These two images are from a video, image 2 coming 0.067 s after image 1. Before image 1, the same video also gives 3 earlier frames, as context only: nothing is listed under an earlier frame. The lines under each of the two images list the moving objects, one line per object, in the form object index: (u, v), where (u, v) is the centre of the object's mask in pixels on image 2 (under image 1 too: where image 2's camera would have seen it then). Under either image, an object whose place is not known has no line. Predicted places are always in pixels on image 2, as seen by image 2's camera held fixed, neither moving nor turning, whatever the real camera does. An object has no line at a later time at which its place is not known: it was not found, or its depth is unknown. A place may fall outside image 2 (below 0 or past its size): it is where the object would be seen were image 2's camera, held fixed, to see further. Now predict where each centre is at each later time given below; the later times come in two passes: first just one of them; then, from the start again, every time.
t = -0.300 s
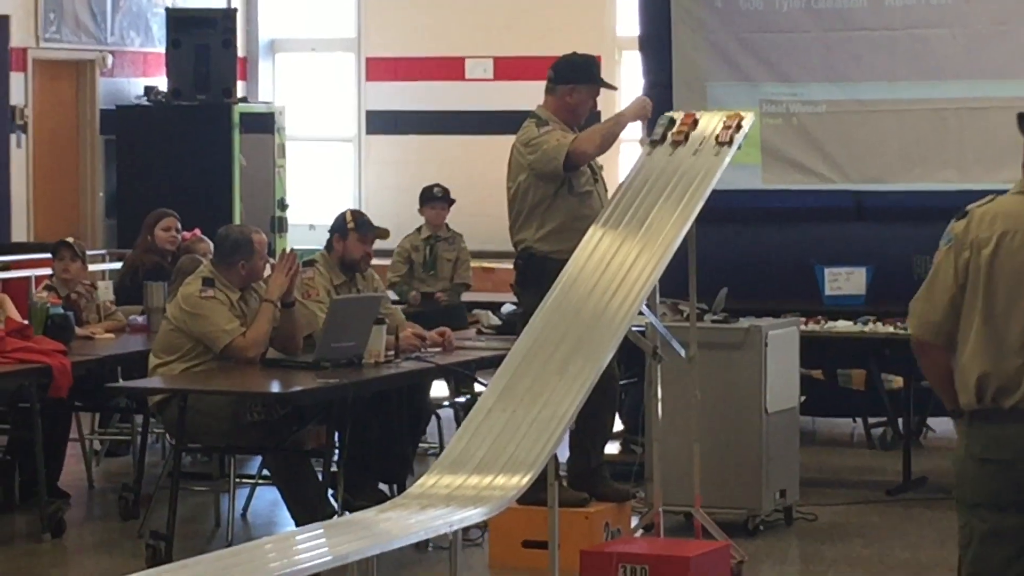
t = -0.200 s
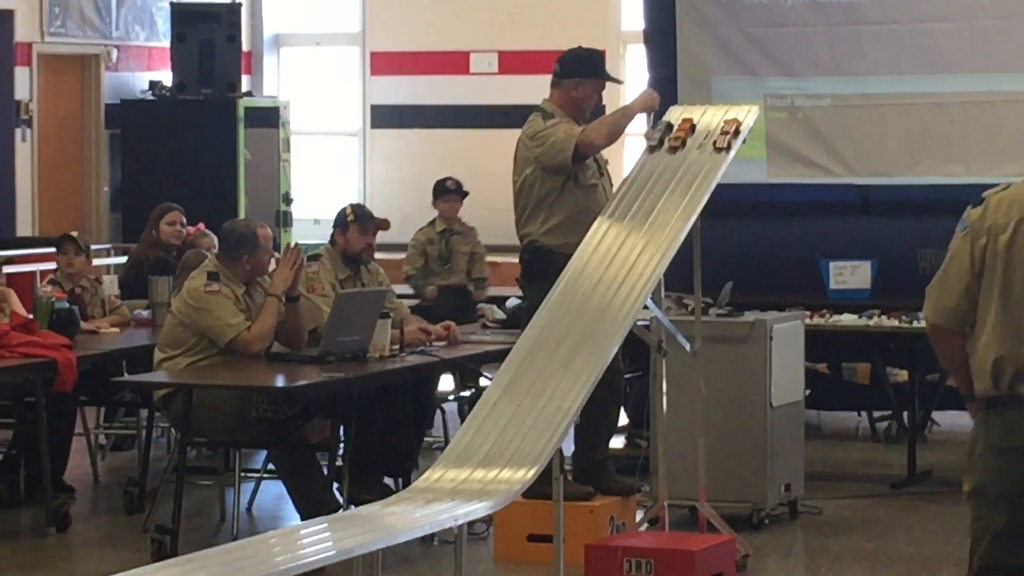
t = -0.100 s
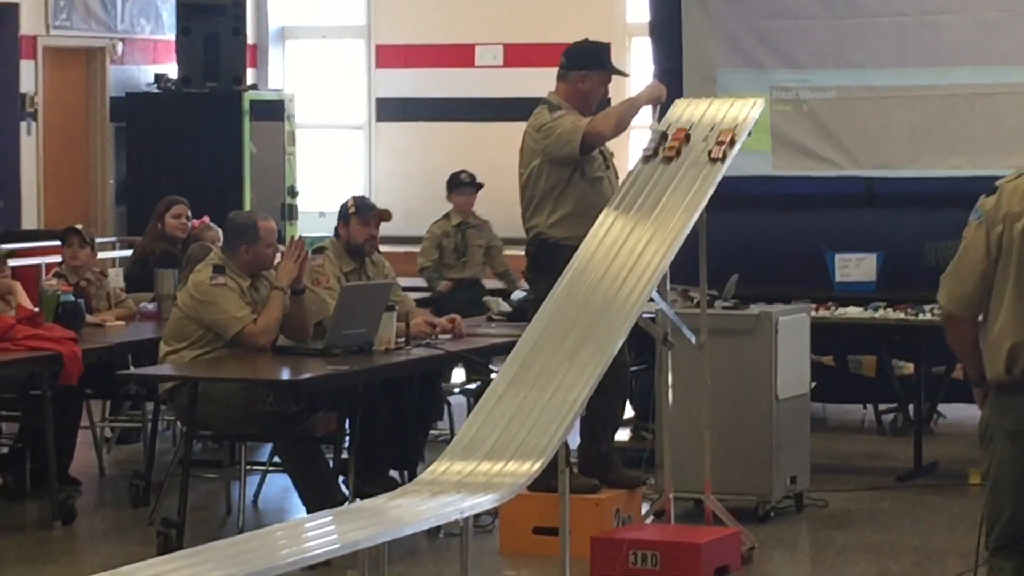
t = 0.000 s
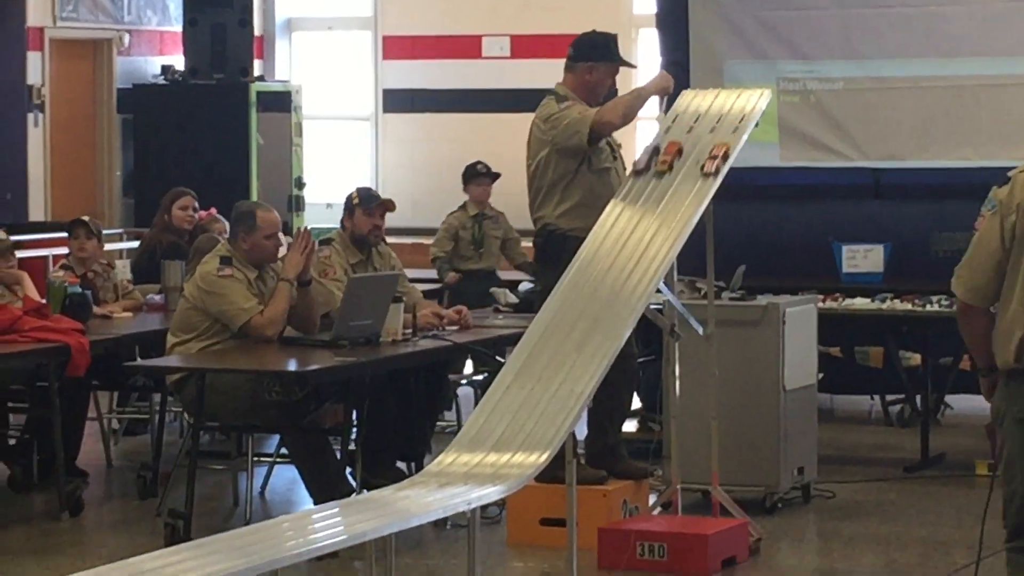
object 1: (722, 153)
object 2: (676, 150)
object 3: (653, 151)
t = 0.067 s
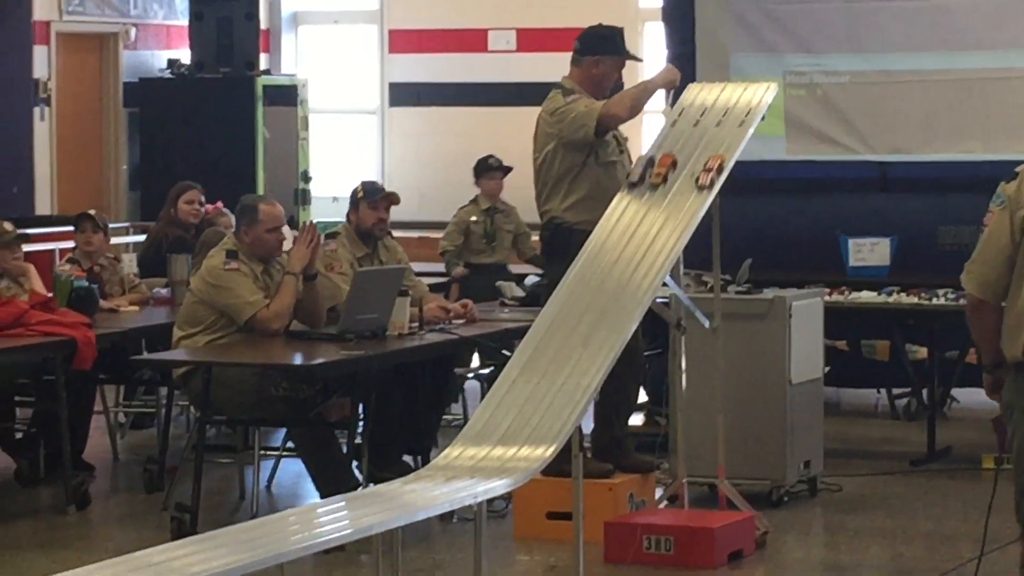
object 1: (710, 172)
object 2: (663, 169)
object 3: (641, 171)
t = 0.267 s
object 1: (664, 249)
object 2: (615, 246)
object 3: (594, 246)
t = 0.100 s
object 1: (704, 183)
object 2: (657, 180)
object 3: (634, 182)
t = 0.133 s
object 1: (697, 194)
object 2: (650, 191)
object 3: (628, 193)
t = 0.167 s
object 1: (689, 207)
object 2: (642, 203)
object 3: (620, 205)
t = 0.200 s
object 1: (681, 220)
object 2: (634, 217)
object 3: (611, 217)
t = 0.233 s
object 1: (673, 234)
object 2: (625, 232)
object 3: (603, 231)
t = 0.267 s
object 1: (664, 249)
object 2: (615, 246)
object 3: (594, 246)
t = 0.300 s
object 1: (653, 266)
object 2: (606, 261)
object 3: (584, 260)
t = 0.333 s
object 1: (643, 281)
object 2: (596, 277)
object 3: (574, 275)
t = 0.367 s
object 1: (632, 298)
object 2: (585, 294)
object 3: (563, 292)
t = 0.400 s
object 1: (622, 316)
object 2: (573, 312)
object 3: (551, 310)
